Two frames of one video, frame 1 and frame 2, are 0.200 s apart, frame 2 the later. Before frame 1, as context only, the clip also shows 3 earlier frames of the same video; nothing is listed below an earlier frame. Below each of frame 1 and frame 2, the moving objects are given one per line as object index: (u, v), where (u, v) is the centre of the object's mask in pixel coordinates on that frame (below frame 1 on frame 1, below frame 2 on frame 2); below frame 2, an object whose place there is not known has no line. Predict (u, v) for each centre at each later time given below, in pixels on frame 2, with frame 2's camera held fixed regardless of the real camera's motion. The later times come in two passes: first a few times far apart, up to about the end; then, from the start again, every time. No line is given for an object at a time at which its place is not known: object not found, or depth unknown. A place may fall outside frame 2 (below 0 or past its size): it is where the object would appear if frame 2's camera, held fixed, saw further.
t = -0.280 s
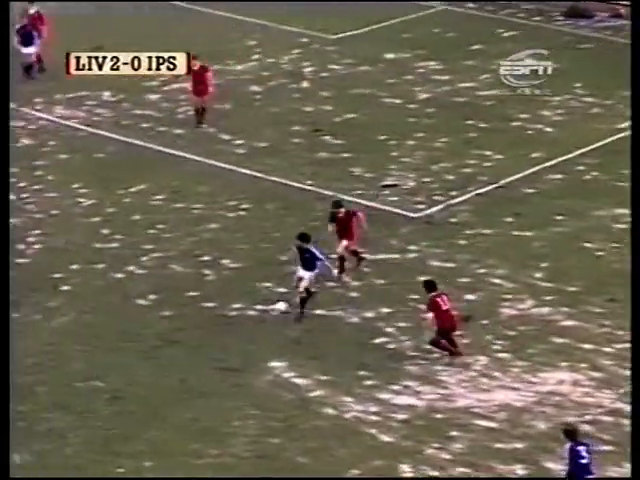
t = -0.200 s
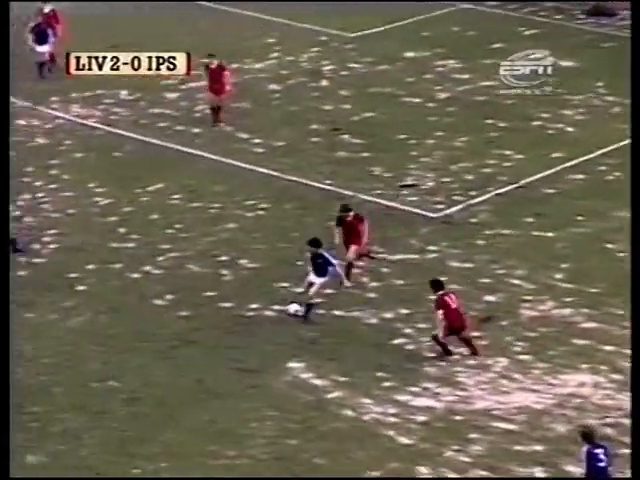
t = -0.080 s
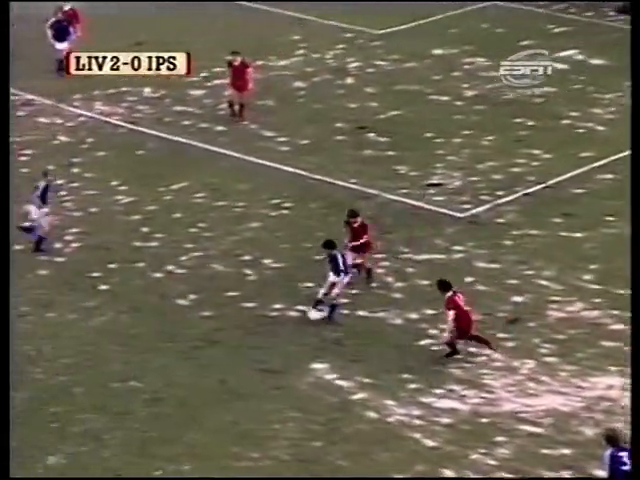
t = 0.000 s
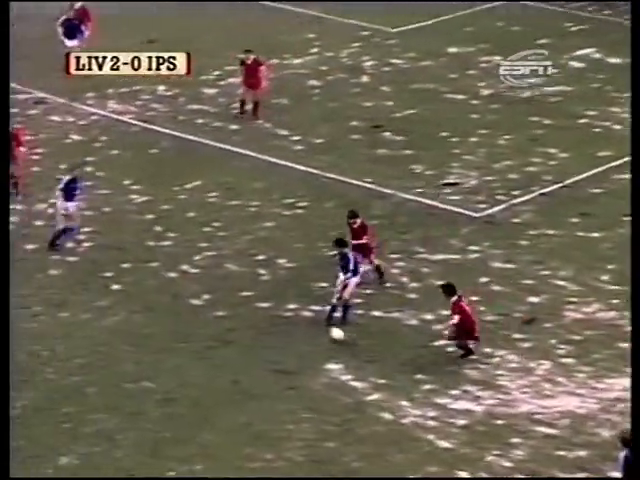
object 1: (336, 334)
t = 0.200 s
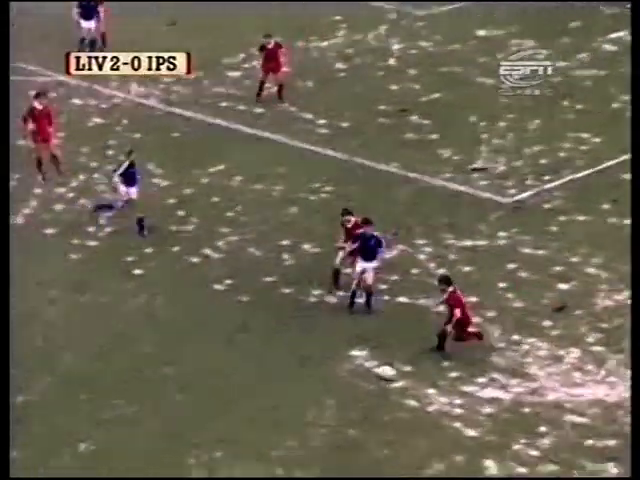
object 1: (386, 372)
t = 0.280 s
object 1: (397, 390)
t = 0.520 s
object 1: (429, 449)
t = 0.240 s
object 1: (394, 384)
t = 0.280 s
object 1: (397, 390)
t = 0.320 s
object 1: (404, 401)
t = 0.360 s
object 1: (407, 412)
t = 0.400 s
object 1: (413, 423)
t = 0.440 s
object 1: (420, 433)
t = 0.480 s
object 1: (424, 440)
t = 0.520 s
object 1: (429, 449)
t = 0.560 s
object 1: (435, 458)
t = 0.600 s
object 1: (440, 469)
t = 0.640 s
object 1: (446, 482)
